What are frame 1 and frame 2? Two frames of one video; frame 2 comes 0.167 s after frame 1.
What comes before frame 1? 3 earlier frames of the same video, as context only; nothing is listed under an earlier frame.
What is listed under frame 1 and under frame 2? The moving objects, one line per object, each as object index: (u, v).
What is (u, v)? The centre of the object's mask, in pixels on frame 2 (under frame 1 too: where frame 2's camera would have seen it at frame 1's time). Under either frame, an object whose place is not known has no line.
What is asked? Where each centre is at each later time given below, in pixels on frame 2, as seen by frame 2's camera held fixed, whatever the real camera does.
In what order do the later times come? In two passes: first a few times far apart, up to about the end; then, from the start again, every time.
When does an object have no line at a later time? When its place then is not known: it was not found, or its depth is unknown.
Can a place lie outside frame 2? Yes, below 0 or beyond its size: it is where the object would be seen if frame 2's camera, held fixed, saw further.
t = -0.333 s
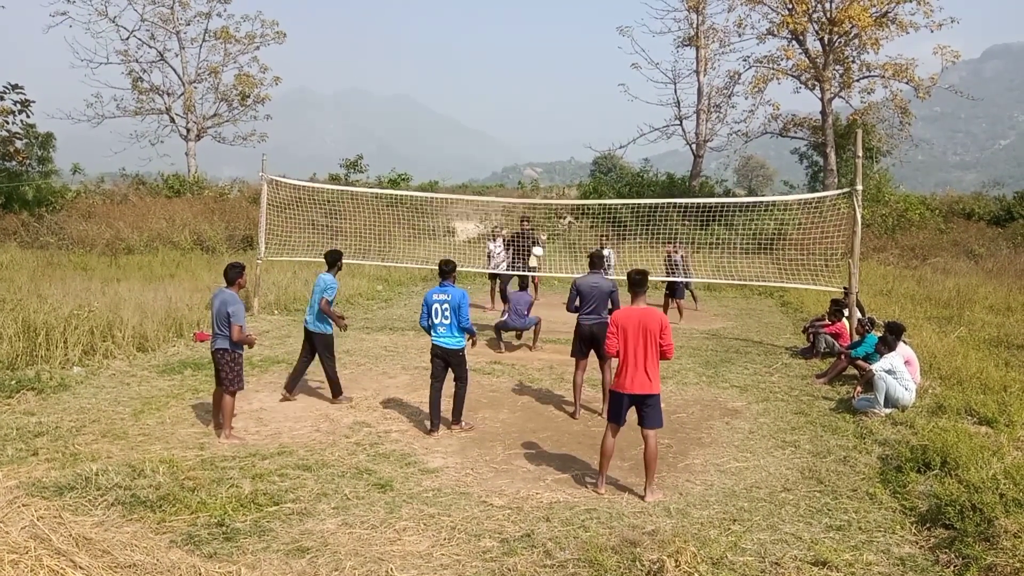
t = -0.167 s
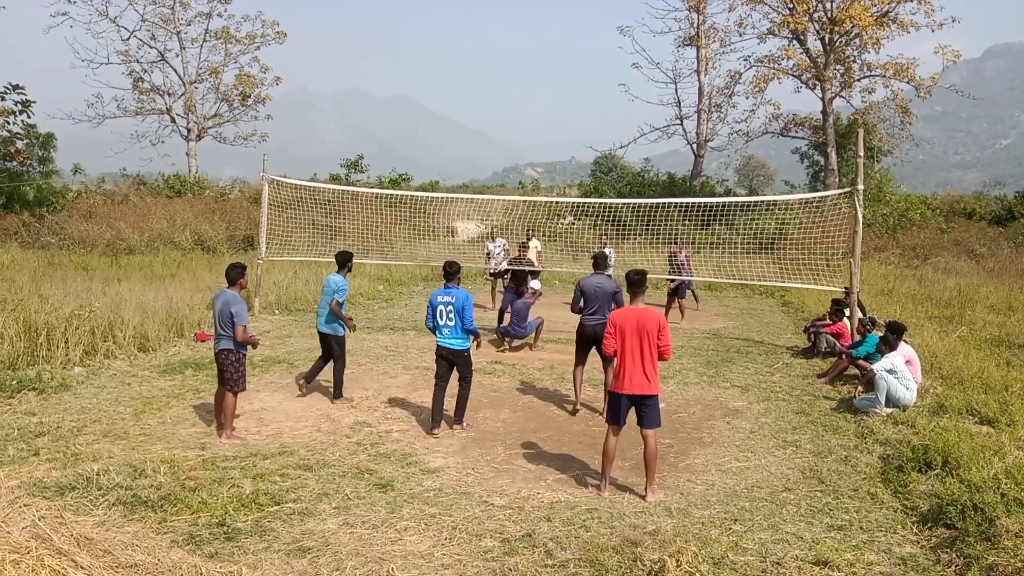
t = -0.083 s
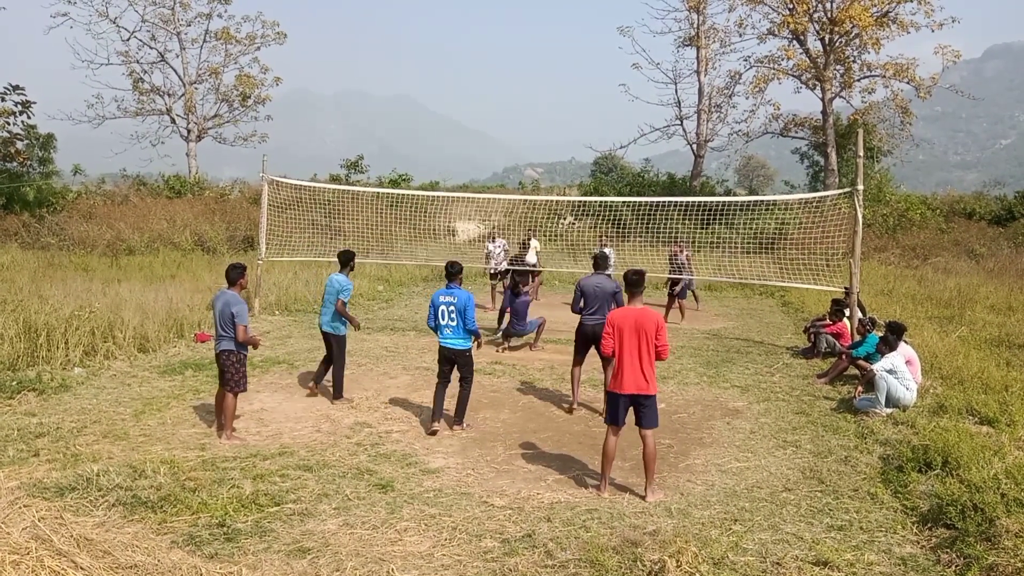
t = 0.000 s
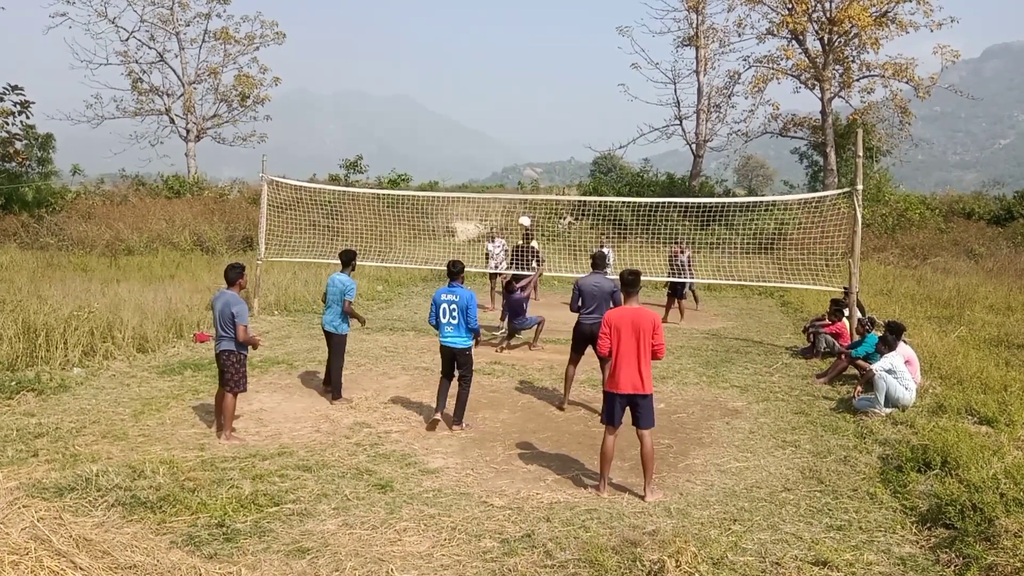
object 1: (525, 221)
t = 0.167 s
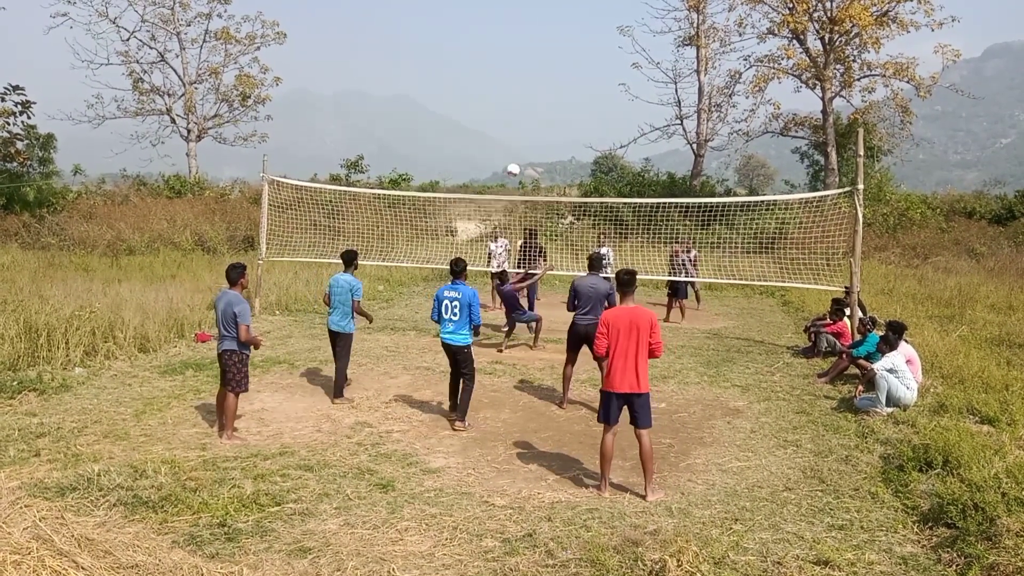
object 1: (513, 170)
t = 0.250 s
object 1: (507, 153)
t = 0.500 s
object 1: (481, 116)
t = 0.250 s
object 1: (507, 153)
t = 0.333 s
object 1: (498, 134)
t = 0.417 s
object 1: (492, 124)
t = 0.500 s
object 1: (481, 116)
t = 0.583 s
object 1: (473, 116)
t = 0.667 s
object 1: (465, 120)
